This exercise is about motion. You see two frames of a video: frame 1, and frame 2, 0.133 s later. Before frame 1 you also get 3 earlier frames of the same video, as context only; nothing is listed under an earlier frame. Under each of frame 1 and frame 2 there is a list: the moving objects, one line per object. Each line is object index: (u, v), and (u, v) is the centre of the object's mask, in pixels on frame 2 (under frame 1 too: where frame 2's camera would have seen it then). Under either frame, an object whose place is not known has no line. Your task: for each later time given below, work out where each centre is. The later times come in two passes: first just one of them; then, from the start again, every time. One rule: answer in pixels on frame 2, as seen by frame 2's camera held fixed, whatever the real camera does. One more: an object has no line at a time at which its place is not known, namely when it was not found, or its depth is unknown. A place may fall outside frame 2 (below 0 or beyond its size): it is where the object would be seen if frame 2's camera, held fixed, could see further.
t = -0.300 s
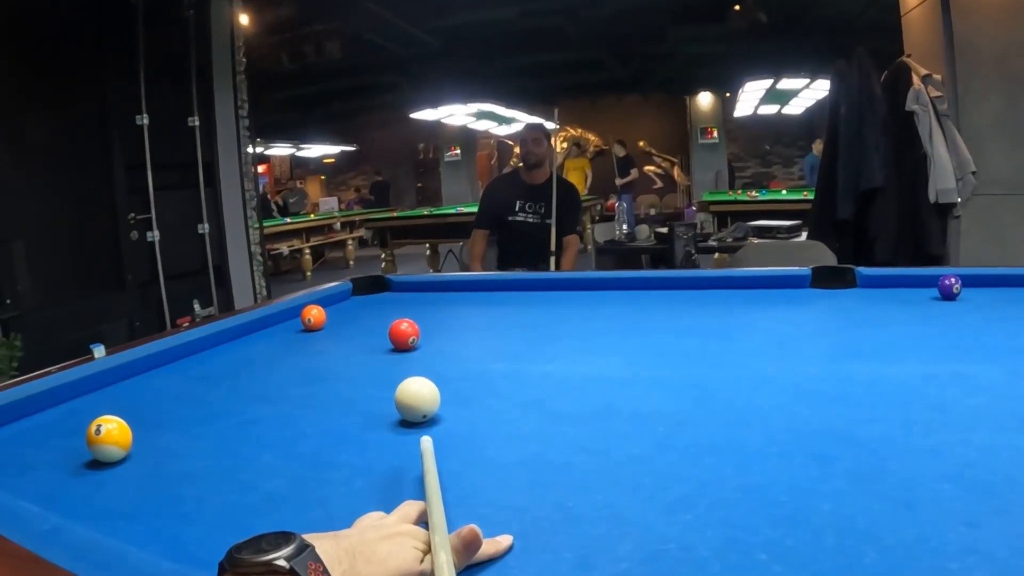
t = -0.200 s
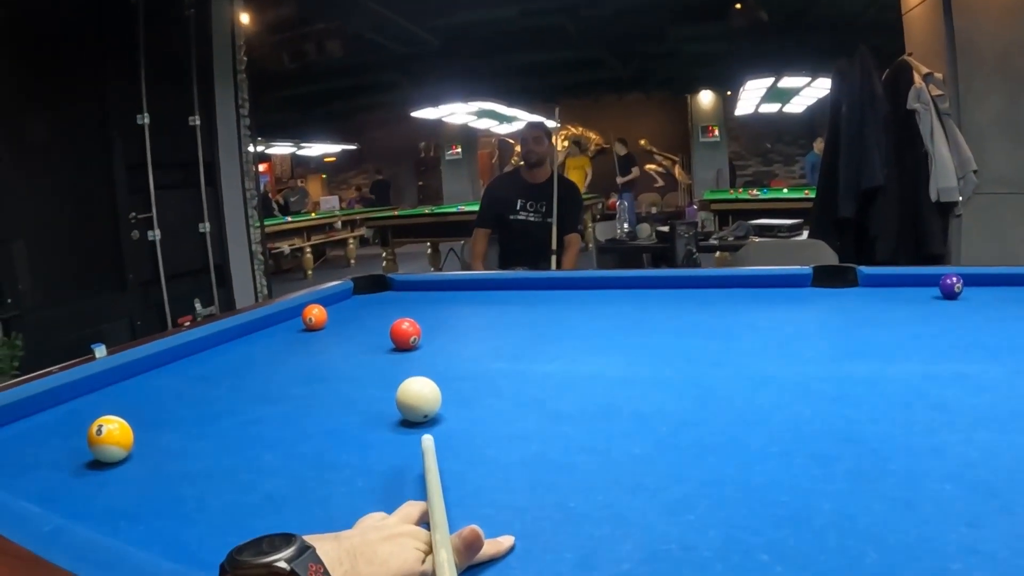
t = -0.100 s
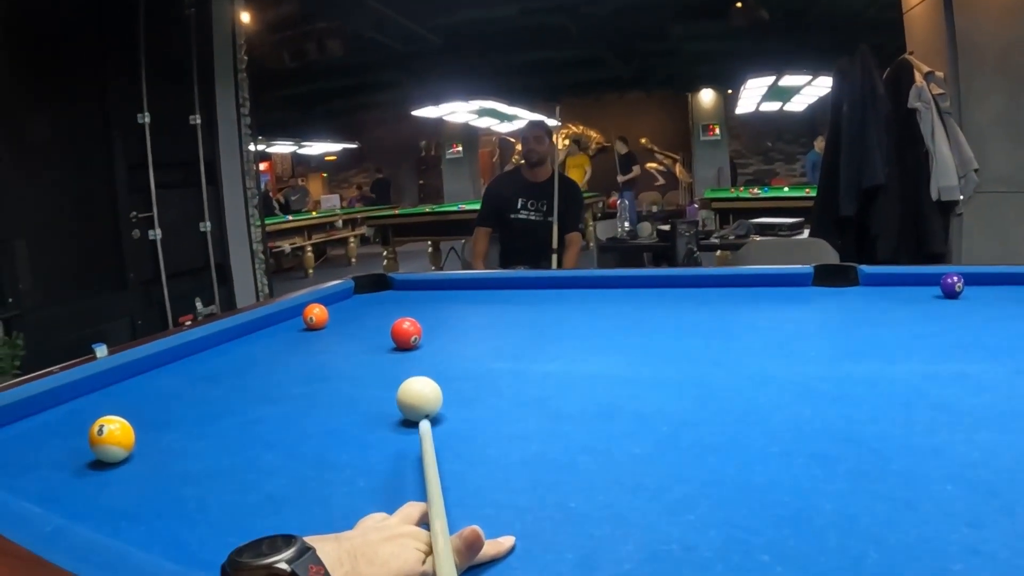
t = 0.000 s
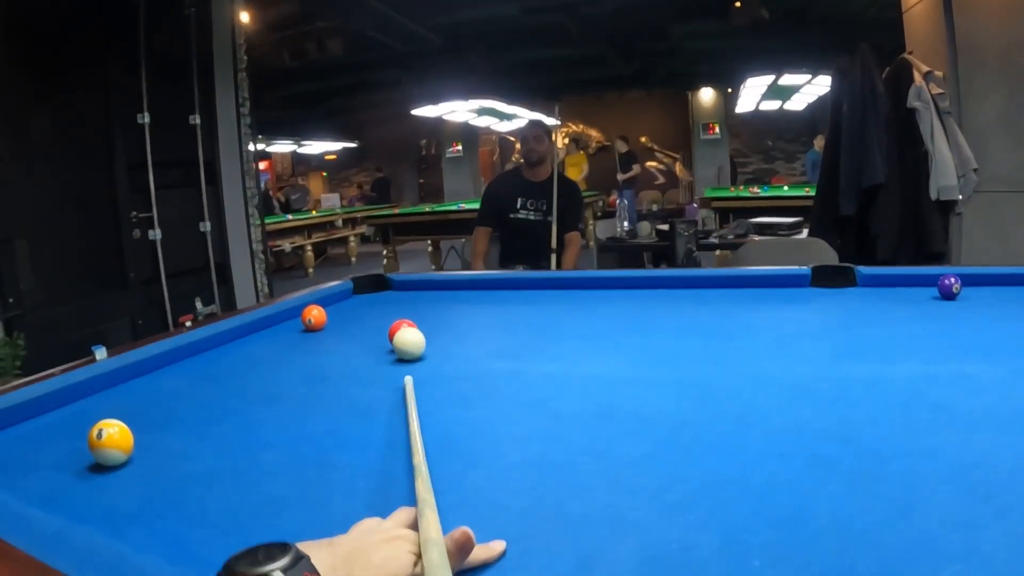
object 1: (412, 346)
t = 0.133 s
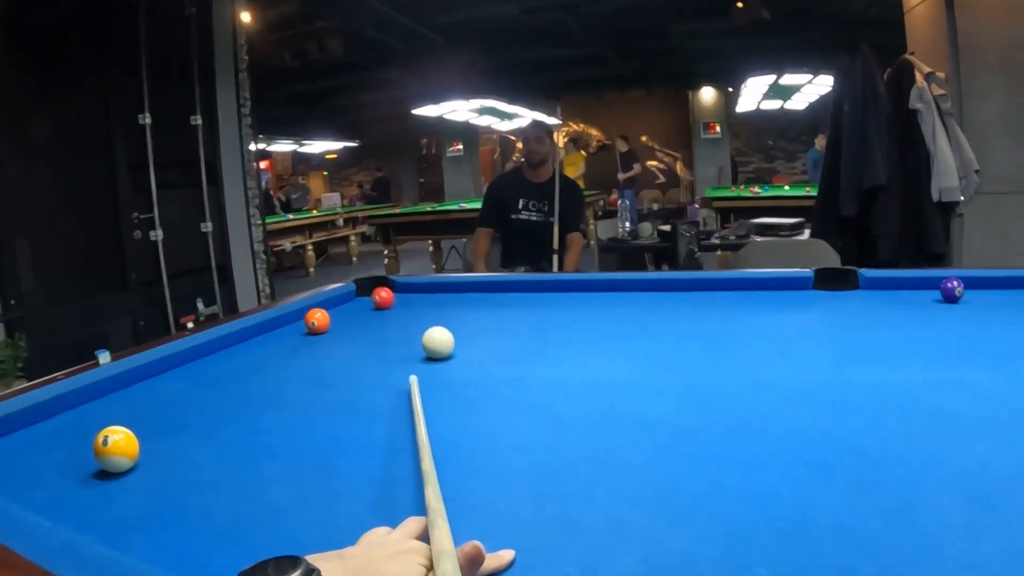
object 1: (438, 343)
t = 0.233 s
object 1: (454, 340)
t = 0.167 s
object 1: (443, 341)
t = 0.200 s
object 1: (449, 341)
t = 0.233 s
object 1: (454, 340)
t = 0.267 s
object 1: (458, 340)
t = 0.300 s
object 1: (463, 339)
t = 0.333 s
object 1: (468, 338)
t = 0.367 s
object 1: (473, 338)
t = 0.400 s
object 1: (478, 337)
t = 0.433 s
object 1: (482, 337)
